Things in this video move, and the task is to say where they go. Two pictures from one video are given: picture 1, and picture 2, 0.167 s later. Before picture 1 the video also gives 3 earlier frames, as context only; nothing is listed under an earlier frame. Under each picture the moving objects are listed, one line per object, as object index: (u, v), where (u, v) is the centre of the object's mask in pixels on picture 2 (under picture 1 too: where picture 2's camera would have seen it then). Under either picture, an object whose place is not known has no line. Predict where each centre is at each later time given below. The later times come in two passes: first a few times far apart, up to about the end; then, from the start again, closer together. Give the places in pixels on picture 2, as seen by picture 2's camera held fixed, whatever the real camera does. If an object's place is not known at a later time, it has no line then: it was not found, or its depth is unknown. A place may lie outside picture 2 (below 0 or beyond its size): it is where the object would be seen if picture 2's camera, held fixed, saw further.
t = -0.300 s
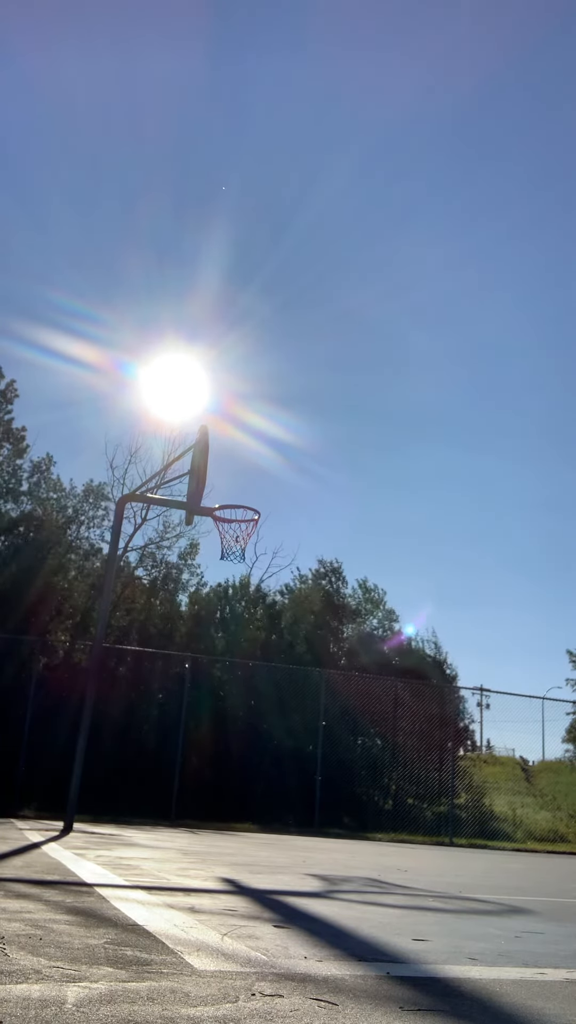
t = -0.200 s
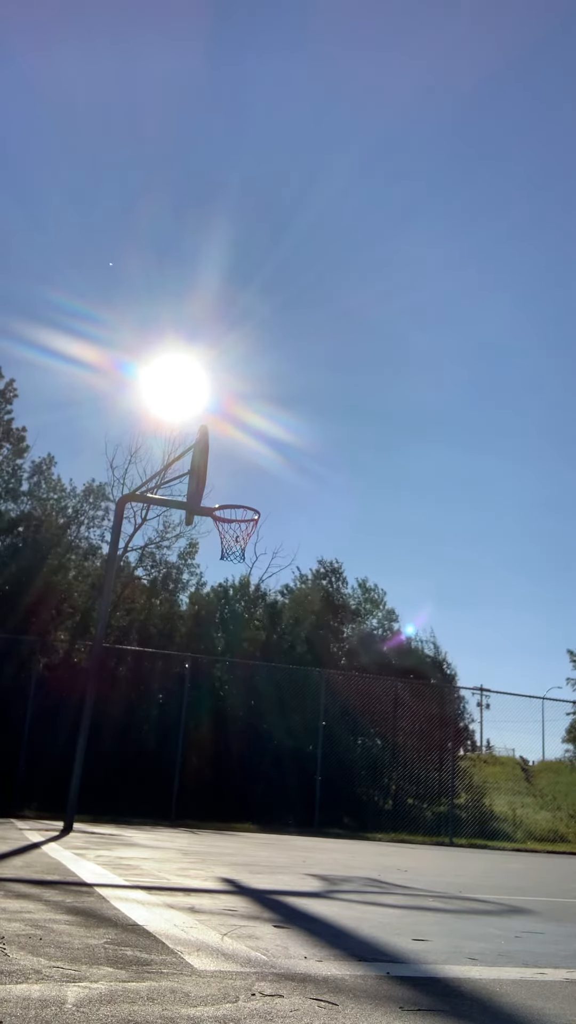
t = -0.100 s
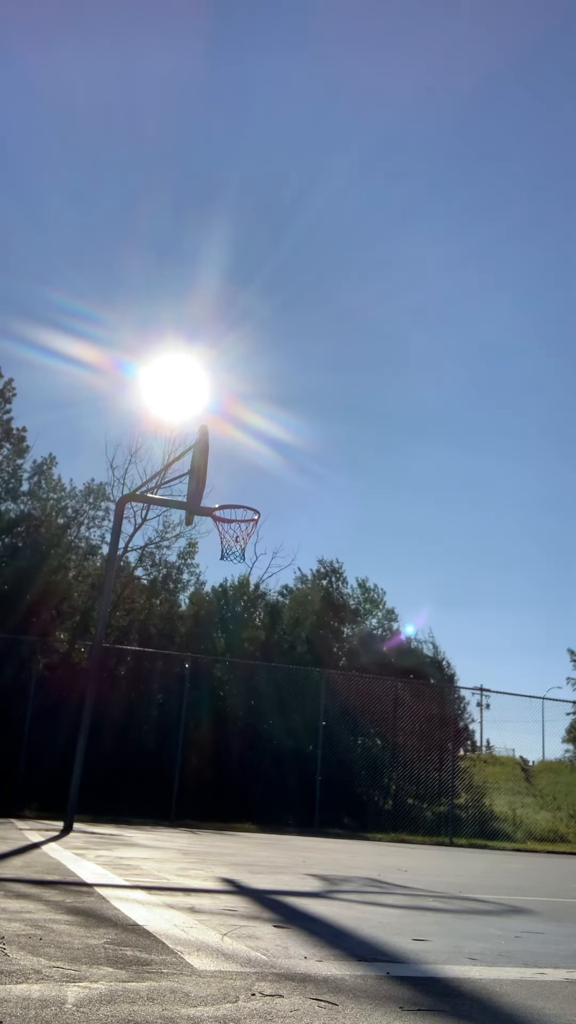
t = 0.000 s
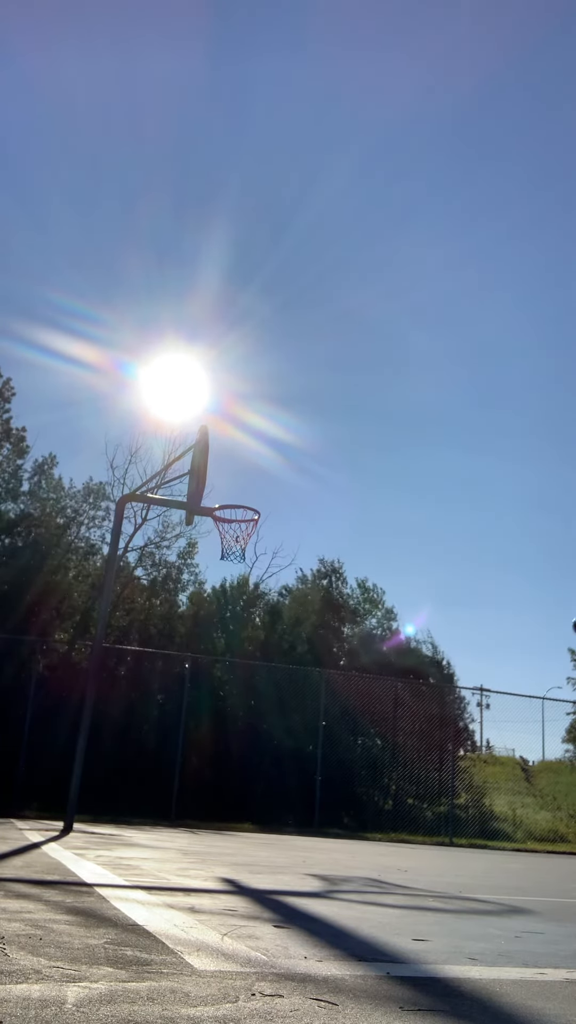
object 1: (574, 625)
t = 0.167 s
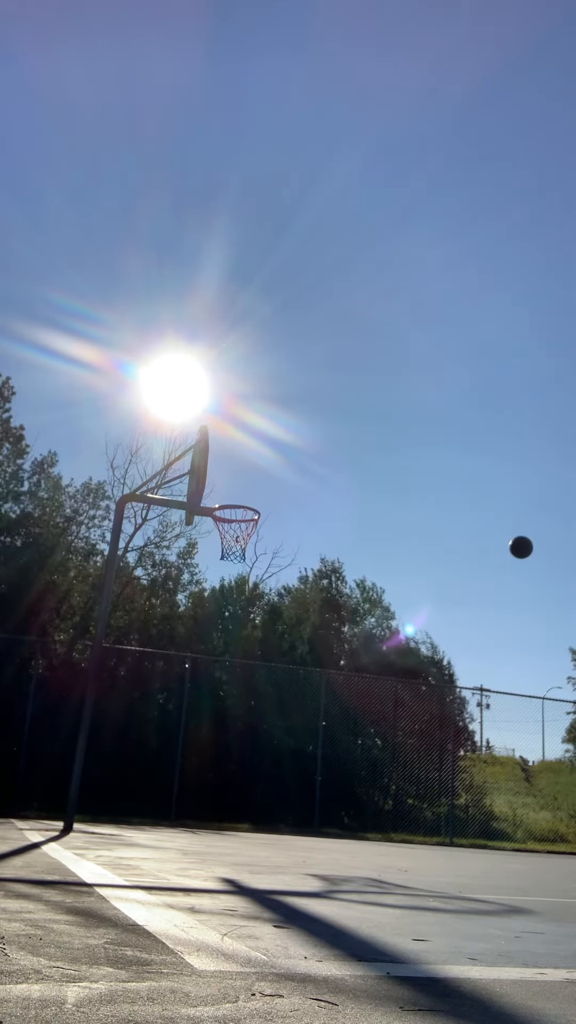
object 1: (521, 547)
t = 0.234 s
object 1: (496, 523)
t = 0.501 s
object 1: (397, 468)
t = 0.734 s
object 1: (306, 470)
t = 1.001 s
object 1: (224, 534)
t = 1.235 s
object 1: (239, 543)
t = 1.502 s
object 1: (240, 567)
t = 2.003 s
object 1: (206, 821)
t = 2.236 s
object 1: (205, 710)
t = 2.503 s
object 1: (197, 649)
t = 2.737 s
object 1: (182, 662)
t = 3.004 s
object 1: (154, 770)
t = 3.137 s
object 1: (146, 800)
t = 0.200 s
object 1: (508, 534)
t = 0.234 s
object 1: (496, 523)
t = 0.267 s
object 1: (484, 513)
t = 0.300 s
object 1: (471, 504)
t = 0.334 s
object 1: (459, 496)
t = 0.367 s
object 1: (446, 488)
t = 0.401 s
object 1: (434, 482)
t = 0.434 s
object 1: (422, 476)
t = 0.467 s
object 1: (409, 472)
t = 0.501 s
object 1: (397, 468)
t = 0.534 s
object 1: (384, 465)
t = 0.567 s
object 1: (371, 464)
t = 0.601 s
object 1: (358, 463)
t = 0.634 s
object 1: (346, 463)
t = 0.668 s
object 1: (333, 465)
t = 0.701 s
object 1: (319, 467)
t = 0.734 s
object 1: (306, 470)
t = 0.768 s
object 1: (293, 475)
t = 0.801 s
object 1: (279, 480)
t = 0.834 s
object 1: (265, 487)
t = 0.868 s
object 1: (251, 494)
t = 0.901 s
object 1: (237, 503)
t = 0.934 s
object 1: (228, 513)
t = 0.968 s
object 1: (226, 523)
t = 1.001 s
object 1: (224, 534)
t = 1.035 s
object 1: (225, 538)
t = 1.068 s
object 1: (226, 540)
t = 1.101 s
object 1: (228, 541)
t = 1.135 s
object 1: (232, 540)
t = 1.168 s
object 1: (234, 540)
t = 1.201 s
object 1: (237, 541)
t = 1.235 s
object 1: (239, 543)
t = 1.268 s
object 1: (241, 544)
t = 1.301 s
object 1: (242, 546)
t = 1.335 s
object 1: (243, 548)
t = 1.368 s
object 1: (243, 550)
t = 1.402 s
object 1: (243, 553)
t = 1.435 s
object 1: (242, 557)
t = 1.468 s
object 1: (242, 561)
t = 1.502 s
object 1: (240, 567)
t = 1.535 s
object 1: (239, 573)
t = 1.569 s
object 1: (237, 583)
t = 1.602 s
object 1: (235, 592)
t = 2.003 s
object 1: (206, 821)
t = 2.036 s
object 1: (205, 813)
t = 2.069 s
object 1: (205, 794)
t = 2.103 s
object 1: (205, 774)
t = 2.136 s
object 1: (206, 756)
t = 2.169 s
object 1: (206, 739)
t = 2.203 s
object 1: (205, 725)
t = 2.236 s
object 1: (205, 710)
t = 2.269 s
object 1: (204, 699)
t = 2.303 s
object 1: (202, 688)
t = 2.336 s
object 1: (202, 676)
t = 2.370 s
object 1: (200, 670)
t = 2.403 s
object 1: (200, 663)
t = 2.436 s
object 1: (200, 658)
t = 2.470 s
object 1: (199, 658)
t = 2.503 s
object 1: (197, 649)
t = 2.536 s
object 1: (195, 647)
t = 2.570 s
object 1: (193, 644)
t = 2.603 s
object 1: (191, 645)
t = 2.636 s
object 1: (190, 646)
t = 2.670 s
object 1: (187, 650)
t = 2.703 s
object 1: (184, 656)
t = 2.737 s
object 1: (182, 662)
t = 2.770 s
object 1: (179, 669)
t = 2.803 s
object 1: (176, 679)
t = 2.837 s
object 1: (173, 690)
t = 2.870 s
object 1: (170, 703)
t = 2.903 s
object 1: (166, 717)
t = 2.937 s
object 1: (162, 732)
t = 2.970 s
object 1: (159, 750)
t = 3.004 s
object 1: (154, 770)
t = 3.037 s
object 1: (151, 791)
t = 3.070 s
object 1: (147, 813)
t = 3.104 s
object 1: (144, 818)
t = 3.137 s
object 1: (146, 800)
